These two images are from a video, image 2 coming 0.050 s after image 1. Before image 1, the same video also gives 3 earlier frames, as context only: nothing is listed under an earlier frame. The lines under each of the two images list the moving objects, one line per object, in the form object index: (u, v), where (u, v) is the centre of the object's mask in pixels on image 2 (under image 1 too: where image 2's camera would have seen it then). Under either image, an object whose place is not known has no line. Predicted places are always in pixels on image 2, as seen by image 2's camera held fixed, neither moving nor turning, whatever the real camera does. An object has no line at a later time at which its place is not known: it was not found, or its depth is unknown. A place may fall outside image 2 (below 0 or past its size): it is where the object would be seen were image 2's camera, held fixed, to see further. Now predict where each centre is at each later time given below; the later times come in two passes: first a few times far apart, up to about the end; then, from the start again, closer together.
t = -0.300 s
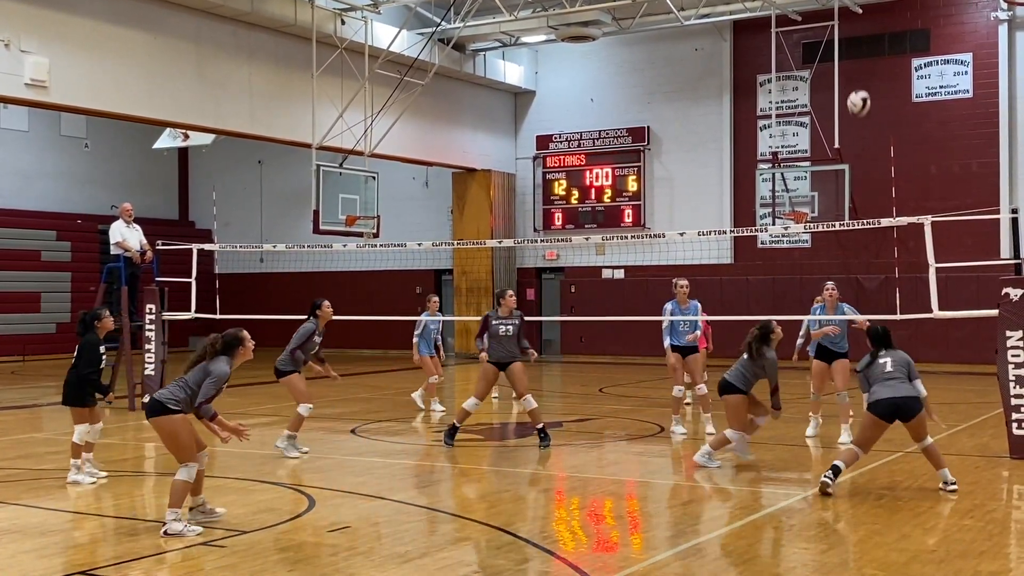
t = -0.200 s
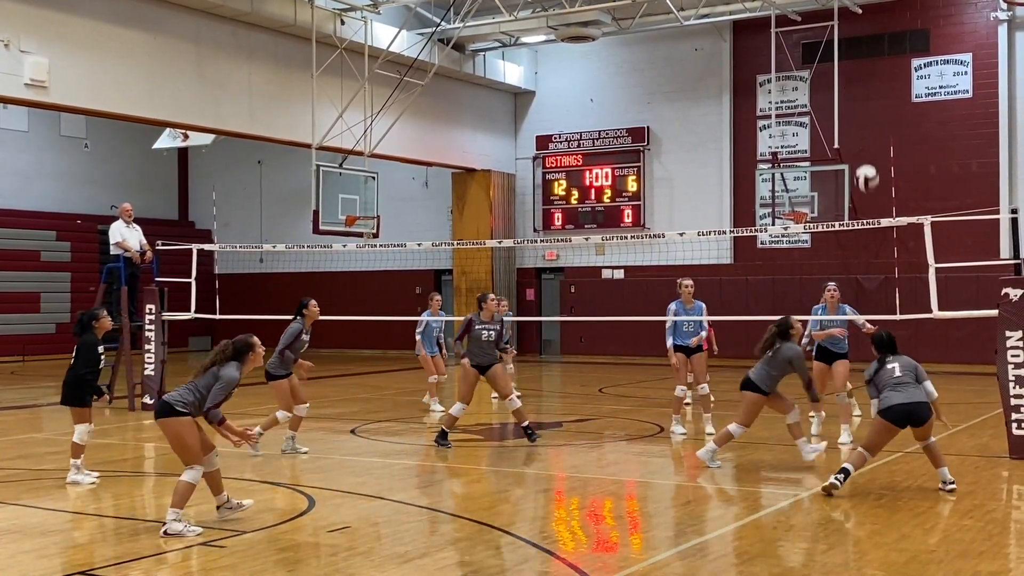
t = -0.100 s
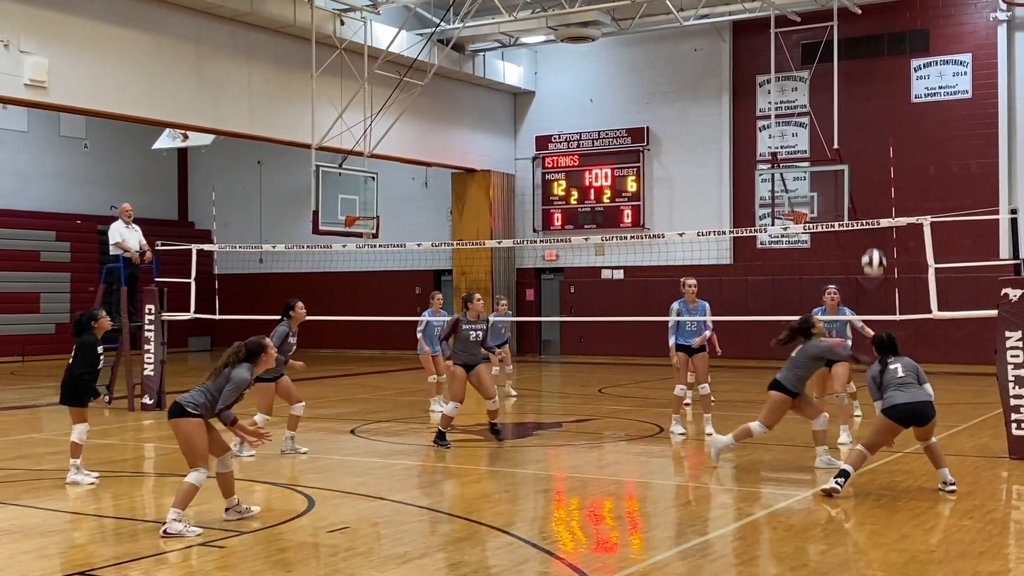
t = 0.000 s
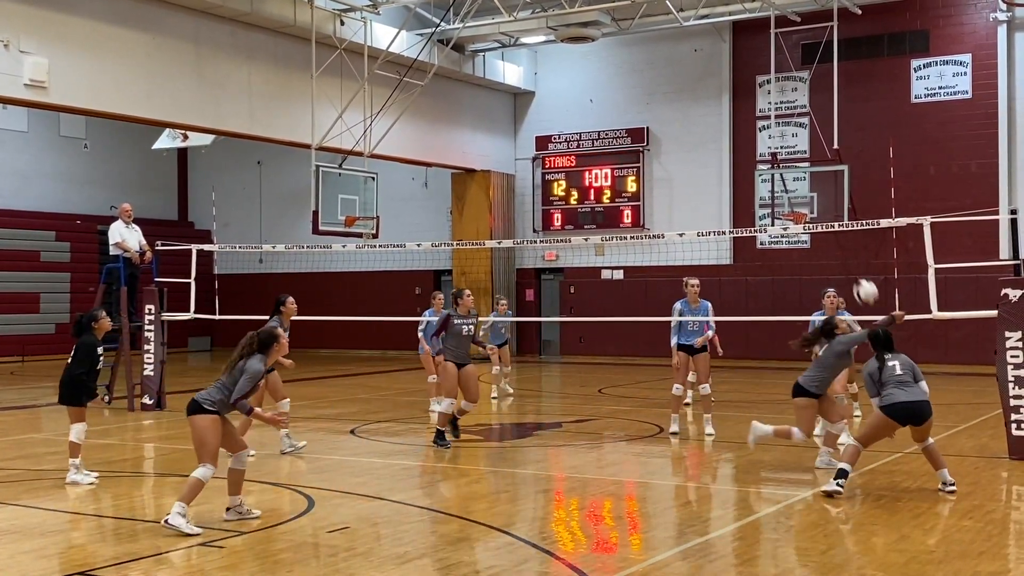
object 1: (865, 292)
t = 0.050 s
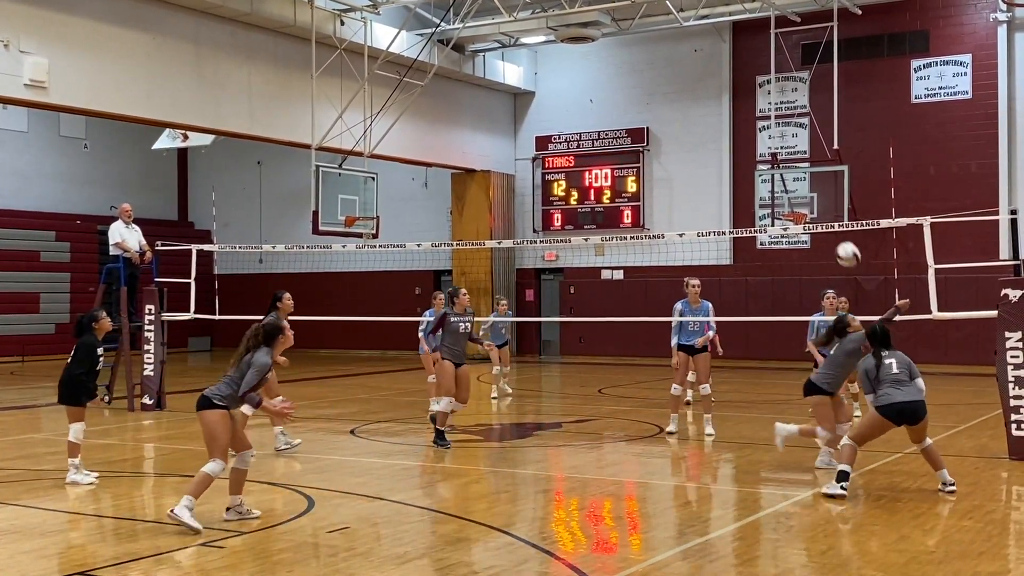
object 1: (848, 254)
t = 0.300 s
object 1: (764, 115)
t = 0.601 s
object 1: (672, 44)
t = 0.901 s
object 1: (589, 68)
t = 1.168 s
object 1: (523, 156)
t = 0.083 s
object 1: (836, 232)
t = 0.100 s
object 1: (830, 219)
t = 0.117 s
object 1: (826, 210)
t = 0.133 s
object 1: (820, 199)
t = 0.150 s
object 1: (815, 189)
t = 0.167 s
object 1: (809, 180)
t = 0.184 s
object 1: (803, 170)
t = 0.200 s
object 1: (798, 161)
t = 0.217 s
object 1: (793, 153)
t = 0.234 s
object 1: (787, 144)
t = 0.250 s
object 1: (782, 136)
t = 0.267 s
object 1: (776, 129)
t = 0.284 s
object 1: (769, 122)
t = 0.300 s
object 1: (764, 115)
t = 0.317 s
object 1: (759, 108)
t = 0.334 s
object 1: (753, 102)
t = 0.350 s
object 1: (747, 96)
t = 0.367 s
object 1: (744, 91)
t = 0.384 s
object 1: (739, 85)
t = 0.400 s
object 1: (733, 80)
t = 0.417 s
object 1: (728, 75)
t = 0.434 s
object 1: (723, 71)
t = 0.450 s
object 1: (718, 67)
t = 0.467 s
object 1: (712, 63)
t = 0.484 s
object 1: (707, 60)
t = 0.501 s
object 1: (702, 57)
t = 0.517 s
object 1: (697, 54)
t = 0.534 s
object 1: (692, 52)
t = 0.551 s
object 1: (687, 49)
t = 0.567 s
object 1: (682, 47)
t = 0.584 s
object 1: (677, 45)
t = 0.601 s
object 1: (672, 44)
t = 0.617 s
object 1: (667, 44)
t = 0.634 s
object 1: (663, 42)
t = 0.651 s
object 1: (658, 42)
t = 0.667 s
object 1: (654, 42)
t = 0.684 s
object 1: (649, 42)
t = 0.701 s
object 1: (644, 42)
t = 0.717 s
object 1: (639, 43)
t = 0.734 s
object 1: (635, 44)
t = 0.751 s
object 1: (630, 45)
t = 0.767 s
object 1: (625, 46)
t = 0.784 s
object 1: (620, 48)
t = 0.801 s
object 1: (615, 50)
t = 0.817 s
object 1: (612, 52)
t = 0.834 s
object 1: (607, 55)
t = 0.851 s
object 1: (603, 57)
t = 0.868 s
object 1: (598, 61)
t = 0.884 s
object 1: (594, 65)
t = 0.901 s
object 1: (589, 68)
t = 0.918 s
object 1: (585, 71)
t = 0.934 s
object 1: (580, 75)
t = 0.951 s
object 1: (576, 80)
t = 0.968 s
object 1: (572, 84)
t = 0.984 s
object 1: (568, 89)
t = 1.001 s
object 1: (563, 94)
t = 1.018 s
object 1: (559, 100)
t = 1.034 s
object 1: (554, 106)
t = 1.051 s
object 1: (551, 112)
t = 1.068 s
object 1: (547, 117)
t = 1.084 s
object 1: (543, 122)
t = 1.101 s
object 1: (539, 129)
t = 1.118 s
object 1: (535, 135)
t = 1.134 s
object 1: (531, 141)
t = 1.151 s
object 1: (526, 148)
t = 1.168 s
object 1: (523, 156)
